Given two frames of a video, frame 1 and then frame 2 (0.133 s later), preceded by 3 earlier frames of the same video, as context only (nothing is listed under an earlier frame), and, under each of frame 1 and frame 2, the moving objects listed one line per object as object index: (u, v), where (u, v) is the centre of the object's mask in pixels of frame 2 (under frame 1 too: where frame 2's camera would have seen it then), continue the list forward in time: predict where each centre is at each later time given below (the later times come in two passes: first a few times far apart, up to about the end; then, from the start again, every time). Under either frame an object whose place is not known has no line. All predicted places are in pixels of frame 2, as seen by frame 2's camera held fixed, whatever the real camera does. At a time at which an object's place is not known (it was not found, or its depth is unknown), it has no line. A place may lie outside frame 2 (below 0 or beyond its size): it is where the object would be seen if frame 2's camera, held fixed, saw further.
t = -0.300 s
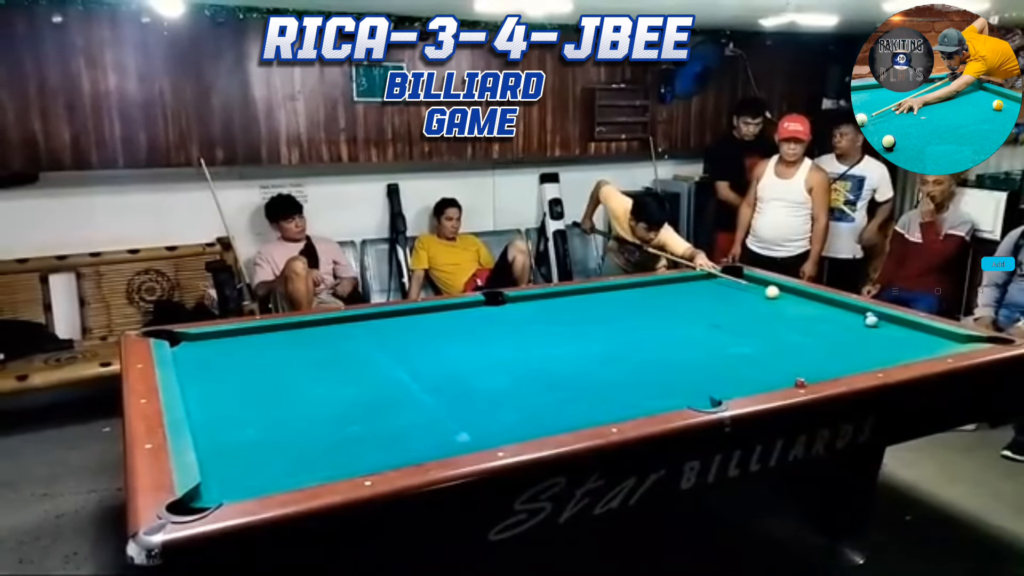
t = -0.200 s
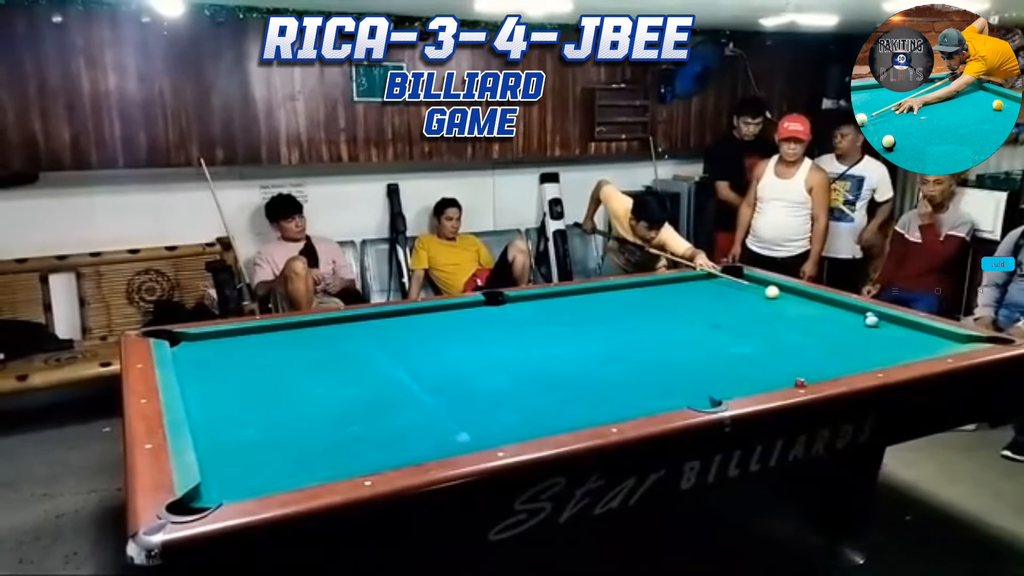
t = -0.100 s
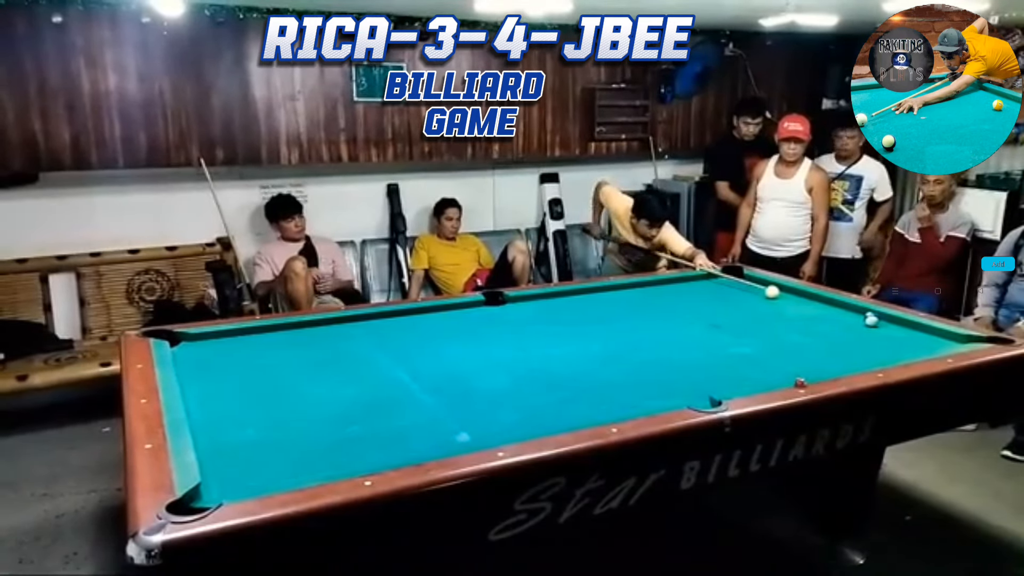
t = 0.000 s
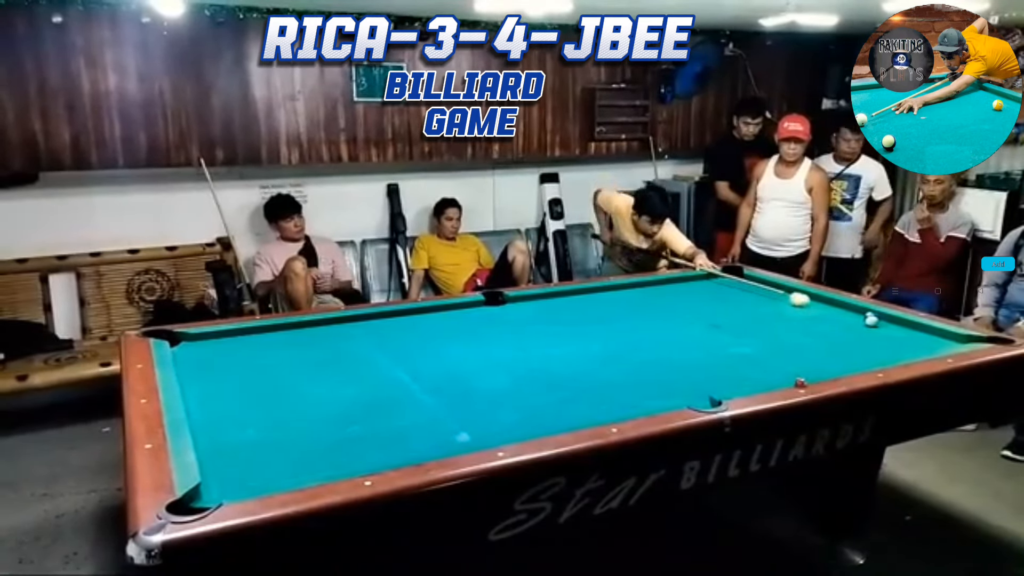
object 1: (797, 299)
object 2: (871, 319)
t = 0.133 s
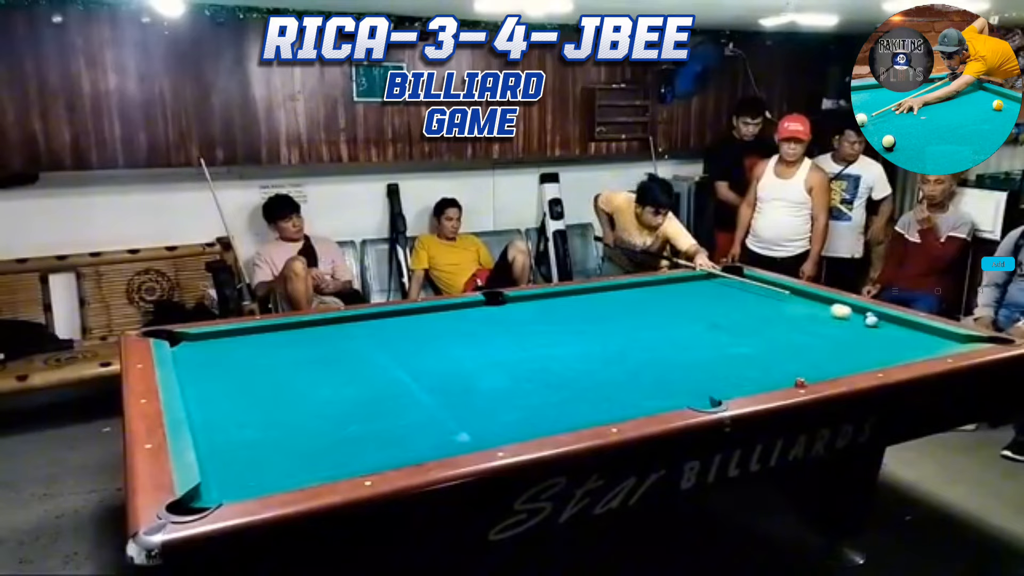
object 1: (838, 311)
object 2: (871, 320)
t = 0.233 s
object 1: (856, 317)
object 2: (890, 323)
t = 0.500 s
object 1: (870, 325)
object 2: (966, 338)
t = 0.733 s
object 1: (884, 333)
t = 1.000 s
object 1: (900, 342)
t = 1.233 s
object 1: (914, 348)
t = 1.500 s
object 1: (904, 348)
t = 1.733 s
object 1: (889, 347)
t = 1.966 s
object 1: (875, 344)
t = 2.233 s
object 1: (861, 341)
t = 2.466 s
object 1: (850, 340)
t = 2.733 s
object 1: (839, 337)
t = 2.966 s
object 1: (831, 336)
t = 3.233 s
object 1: (824, 335)
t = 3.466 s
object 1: (819, 334)
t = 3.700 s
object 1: (816, 333)
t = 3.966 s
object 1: (813, 333)
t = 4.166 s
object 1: (812, 333)
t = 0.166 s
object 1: (851, 314)
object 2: (871, 320)
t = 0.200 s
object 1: (856, 316)
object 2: (877, 321)
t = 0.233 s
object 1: (856, 317)
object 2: (890, 323)
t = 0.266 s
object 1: (857, 318)
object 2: (900, 325)
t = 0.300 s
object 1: (858, 318)
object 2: (912, 326)
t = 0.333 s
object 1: (860, 320)
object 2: (919, 330)
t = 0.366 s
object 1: (862, 321)
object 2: (926, 331)
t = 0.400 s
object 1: (864, 322)
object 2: (938, 332)
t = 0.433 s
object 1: (866, 323)
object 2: (948, 336)
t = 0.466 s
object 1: (868, 324)
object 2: (957, 336)
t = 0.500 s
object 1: (870, 325)
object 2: (966, 338)
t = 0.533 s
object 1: (872, 326)
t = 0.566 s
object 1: (874, 327)
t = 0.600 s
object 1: (876, 328)
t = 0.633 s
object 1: (878, 329)
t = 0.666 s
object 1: (880, 330)
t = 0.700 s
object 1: (882, 332)
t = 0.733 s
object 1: (884, 333)
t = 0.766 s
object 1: (886, 334)
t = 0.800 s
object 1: (888, 335)
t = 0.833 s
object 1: (890, 336)
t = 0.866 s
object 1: (892, 338)
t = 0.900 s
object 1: (894, 339)
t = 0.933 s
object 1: (896, 340)
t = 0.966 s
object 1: (898, 341)
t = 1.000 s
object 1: (900, 342)
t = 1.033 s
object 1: (902, 343)
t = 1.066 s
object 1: (904, 344)
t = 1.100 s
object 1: (906, 345)
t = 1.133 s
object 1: (908, 346)
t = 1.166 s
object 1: (910, 347)
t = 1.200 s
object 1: (912, 347)
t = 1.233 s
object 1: (914, 348)
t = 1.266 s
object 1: (916, 349)
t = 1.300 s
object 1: (918, 350)
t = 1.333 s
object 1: (916, 350)
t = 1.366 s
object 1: (913, 349)
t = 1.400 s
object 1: (911, 349)
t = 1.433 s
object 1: (909, 349)
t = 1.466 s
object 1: (906, 349)
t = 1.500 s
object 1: (904, 348)
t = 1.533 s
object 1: (902, 348)
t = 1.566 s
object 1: (899, 348)
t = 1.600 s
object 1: (897, 348)
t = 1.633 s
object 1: (895, 348)
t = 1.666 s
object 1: (893, 347)
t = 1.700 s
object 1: (891, 347)
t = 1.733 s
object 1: (889, 347)
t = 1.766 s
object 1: (887, 347)
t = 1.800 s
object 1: (885, 346)
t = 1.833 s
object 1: (883, 346)
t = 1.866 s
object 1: (881, 345)
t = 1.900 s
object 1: (879, 345)
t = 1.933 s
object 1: (877, 344)
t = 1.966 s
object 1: (875, 344)
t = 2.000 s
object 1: (873, 344)
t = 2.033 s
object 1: (871, 343)
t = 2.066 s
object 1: (869, 343)
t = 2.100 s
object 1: (868, 343)
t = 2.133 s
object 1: (866, 342)
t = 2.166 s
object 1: (864, 342)
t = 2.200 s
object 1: (862, 342)
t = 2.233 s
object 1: (861, 341)
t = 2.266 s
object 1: (859, 341)
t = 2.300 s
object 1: (857, 341)
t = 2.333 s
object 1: (856, 341)
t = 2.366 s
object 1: (854, 340)
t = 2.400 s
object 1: (853, 340)
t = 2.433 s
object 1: (851, 340)
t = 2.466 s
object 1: (850, 340)
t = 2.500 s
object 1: (848, 339)
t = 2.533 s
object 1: (847, 339)
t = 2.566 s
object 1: (846, 339)
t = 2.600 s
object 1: (844, 339)
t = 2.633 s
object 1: (843, 338)
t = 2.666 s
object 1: (842, 338)
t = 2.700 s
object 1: (841, 338)
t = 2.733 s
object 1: (839, 337)
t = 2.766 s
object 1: (838, 337)
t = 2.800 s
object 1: (837, 337)
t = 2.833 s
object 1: (836, 337)
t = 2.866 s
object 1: (834, 337)
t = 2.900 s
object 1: (834, 337)
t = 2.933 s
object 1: (832, 336)
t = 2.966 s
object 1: (831, 336)
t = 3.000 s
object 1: (830, 336)
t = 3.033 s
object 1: (830, 336)
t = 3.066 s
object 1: (829, 336)
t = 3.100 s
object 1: (828, 335)
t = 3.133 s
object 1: (827, 335)
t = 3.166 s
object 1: (826, 335)
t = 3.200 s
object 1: (825, 335)
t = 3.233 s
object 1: (824, 335)
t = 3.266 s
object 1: (823, 335)
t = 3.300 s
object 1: (823, 335)
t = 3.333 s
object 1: (822, 335)
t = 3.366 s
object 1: (821, 334)
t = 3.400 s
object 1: (821, 334)
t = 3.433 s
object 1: (820, 334)
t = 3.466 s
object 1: (819, 334)
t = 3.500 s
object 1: (819, 334)
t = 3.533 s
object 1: (818, 334)
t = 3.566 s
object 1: (818, 334)
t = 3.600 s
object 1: (817, 334)
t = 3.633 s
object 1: (817, 334)
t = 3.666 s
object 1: (817, 333)
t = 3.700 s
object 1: (816, 333)
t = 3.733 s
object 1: (816, 333)
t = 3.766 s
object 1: (815, 333)
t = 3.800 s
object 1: (815, 333)
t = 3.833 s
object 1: (815, 333)
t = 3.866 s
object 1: (814, 333)
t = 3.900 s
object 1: (814, 333)
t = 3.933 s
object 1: (814, 333)
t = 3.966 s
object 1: (813, 333)
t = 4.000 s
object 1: (813, 333)
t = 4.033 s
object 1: (813, 333)
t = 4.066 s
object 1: (813, 333)
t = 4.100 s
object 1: (812, 333)
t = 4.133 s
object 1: (812, 333)
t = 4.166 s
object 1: (812, 333)
